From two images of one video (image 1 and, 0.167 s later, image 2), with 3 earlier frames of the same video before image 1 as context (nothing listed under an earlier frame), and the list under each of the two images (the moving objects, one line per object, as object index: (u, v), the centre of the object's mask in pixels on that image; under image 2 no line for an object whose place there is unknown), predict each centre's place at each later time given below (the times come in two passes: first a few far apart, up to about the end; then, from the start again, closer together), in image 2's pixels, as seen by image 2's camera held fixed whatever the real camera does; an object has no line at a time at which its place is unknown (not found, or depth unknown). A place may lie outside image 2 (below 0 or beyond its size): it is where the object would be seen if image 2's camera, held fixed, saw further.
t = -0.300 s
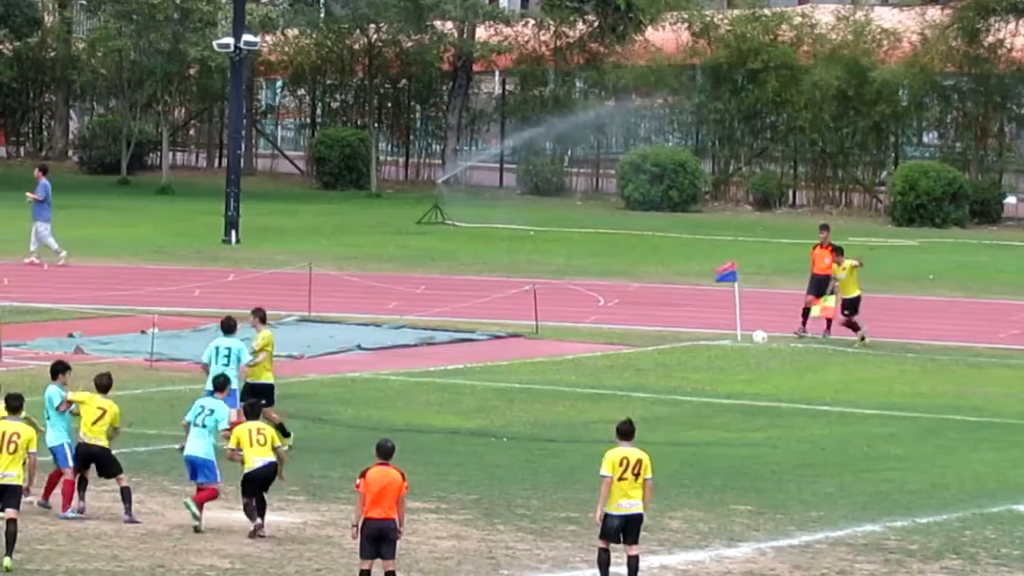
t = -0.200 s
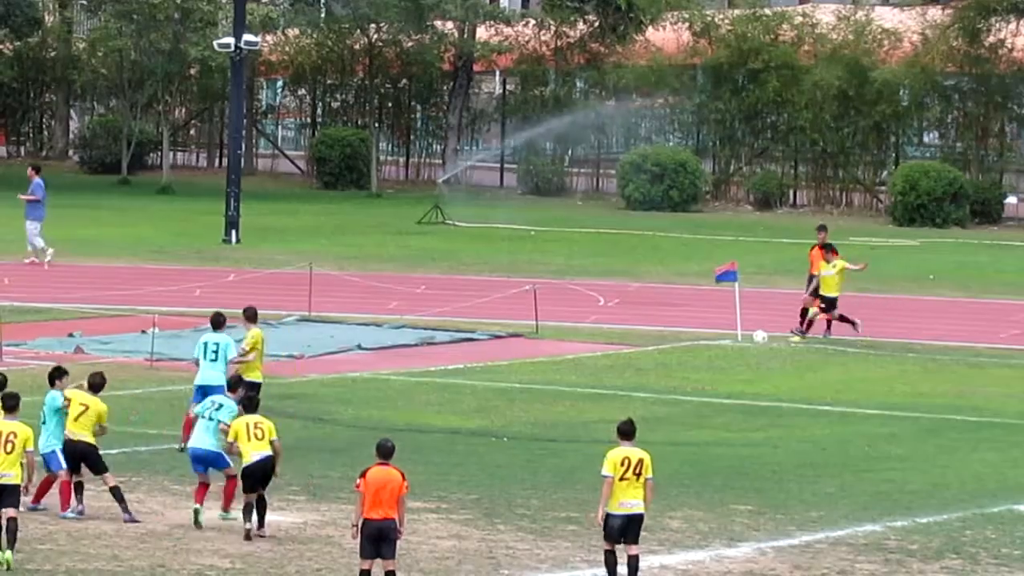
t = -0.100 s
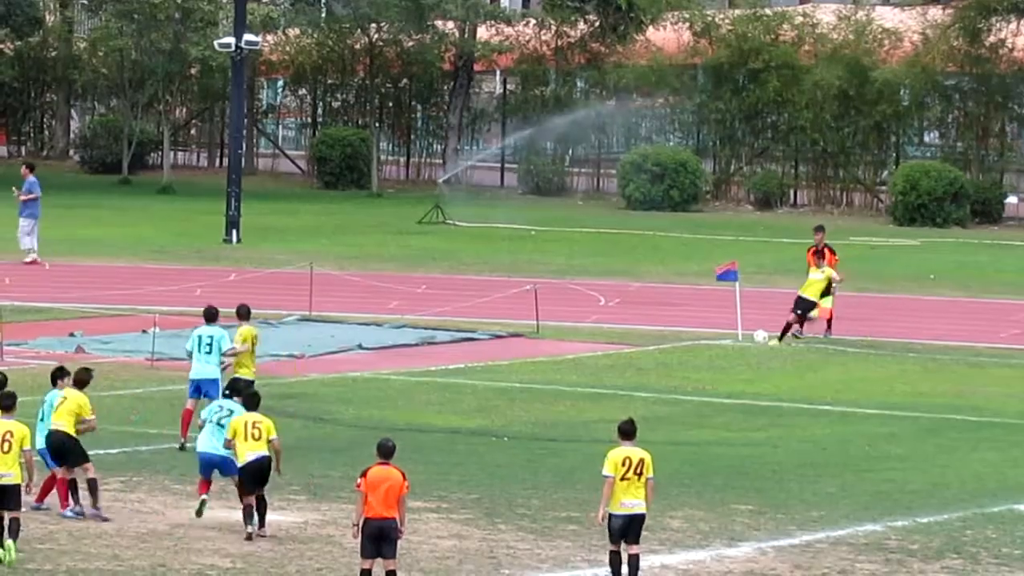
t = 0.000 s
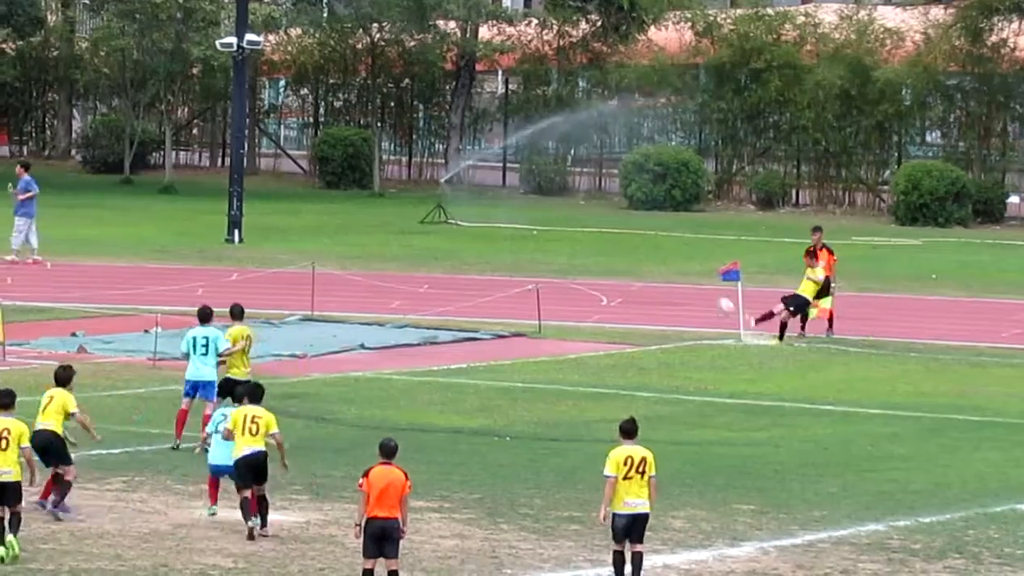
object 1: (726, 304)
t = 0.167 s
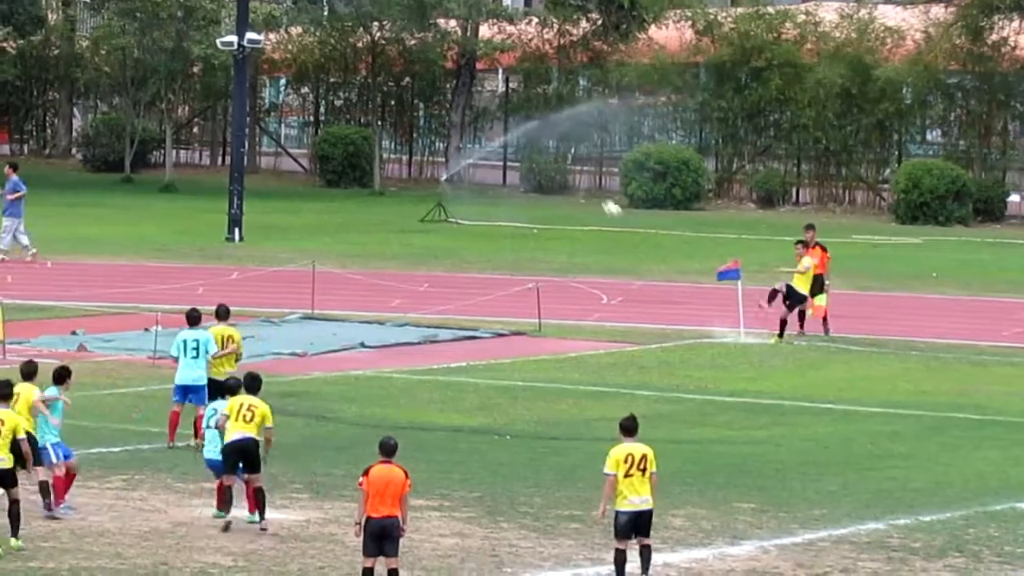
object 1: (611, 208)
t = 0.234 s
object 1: (568, 174)
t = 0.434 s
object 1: (447, 83)
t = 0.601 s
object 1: (353, 21)
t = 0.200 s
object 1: (589, 191)
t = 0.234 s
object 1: (568, 174)
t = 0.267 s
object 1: (547, 157)
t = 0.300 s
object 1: (526, 141)
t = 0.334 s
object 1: (507, 125)
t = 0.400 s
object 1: (467, 97)
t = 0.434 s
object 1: (447, 83)
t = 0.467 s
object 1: (428, 70)
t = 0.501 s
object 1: (409, 57)
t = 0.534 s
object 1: (390, 44)
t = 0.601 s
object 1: (353, 21)
